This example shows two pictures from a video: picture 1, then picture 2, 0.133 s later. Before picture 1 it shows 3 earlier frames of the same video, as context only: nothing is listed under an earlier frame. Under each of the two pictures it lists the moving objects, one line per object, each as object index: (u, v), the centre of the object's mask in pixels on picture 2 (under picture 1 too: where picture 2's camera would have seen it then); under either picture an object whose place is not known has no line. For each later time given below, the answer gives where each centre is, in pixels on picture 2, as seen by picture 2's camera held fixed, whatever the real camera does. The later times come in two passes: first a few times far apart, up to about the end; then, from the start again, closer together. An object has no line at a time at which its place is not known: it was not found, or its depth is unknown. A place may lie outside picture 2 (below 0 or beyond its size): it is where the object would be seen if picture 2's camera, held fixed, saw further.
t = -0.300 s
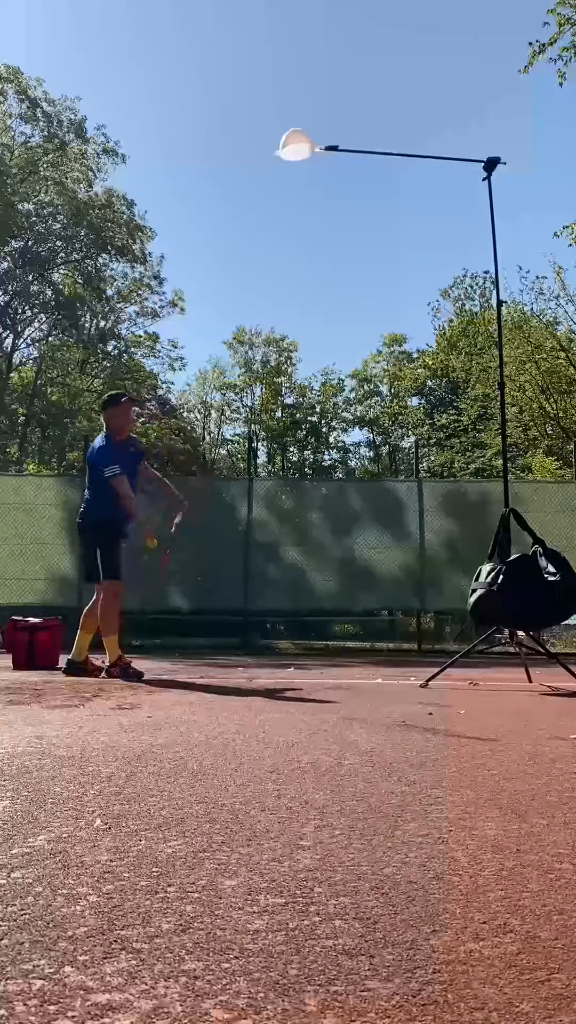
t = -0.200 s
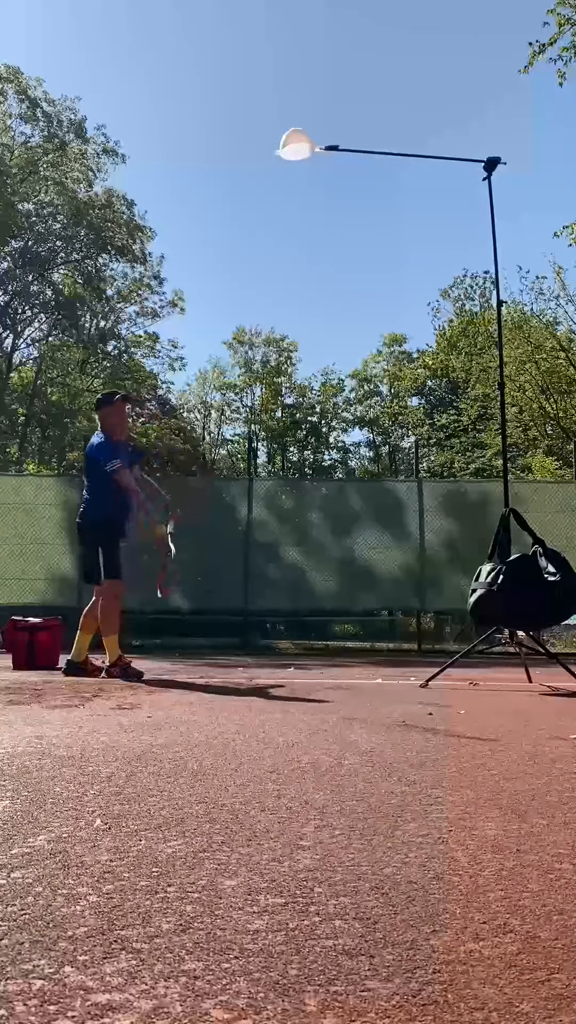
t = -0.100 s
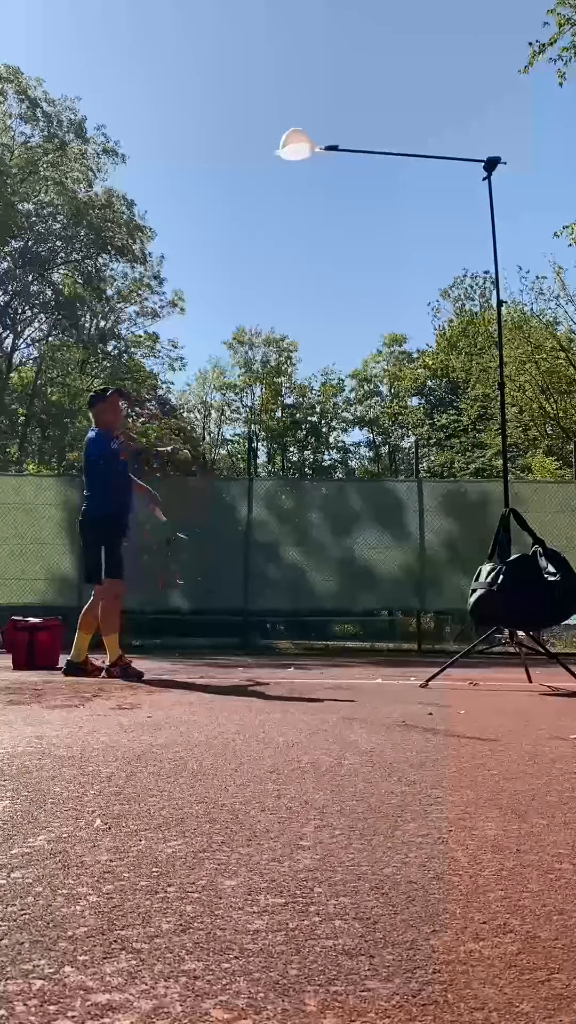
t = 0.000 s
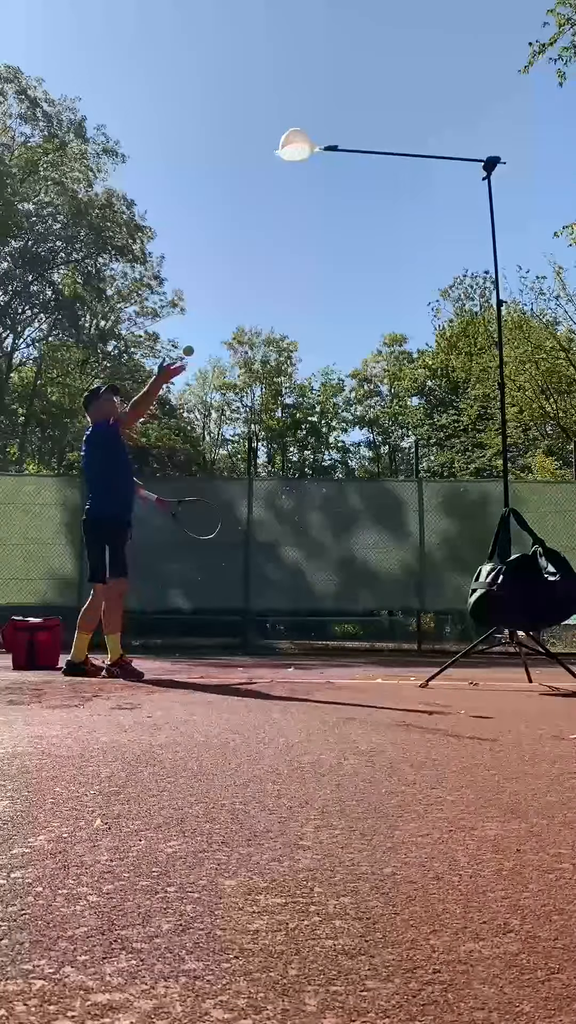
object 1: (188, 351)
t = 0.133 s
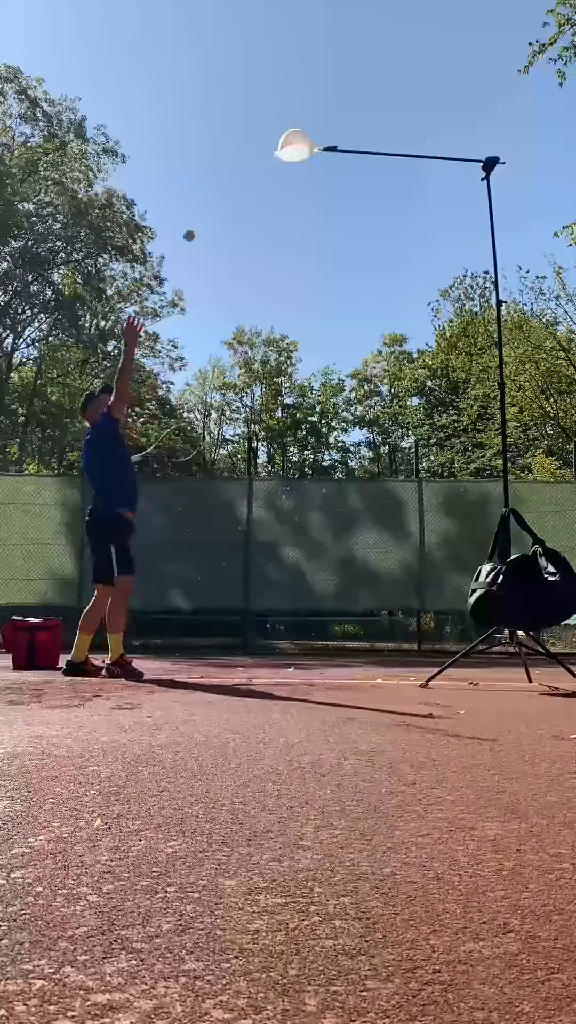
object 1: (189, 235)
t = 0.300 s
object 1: (190, 136)
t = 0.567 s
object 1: (188, 73)
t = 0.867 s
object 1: (183, 138)
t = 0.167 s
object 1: (189, 211)
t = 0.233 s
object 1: (189, 170)
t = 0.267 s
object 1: (190, 152)
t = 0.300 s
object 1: (190, 136)
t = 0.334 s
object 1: (190, 122)
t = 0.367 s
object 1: (190, 110)
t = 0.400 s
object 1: (190, 99)
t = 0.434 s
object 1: (189, 91)
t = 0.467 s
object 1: (189, 83)
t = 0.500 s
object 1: (189, 78)
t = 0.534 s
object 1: (189, 74)
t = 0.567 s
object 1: (188, 73)
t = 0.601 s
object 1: (188, 73)
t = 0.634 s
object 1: (188, 74)
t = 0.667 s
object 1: (187, 78)
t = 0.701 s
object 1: (187, 83)
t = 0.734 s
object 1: (186, 91)
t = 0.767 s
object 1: (185, 100)
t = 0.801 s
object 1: (185, 110)
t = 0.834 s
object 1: (184, 123)
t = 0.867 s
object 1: (183, 138)
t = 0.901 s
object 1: (182, 155)
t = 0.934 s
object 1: (181, 173)
